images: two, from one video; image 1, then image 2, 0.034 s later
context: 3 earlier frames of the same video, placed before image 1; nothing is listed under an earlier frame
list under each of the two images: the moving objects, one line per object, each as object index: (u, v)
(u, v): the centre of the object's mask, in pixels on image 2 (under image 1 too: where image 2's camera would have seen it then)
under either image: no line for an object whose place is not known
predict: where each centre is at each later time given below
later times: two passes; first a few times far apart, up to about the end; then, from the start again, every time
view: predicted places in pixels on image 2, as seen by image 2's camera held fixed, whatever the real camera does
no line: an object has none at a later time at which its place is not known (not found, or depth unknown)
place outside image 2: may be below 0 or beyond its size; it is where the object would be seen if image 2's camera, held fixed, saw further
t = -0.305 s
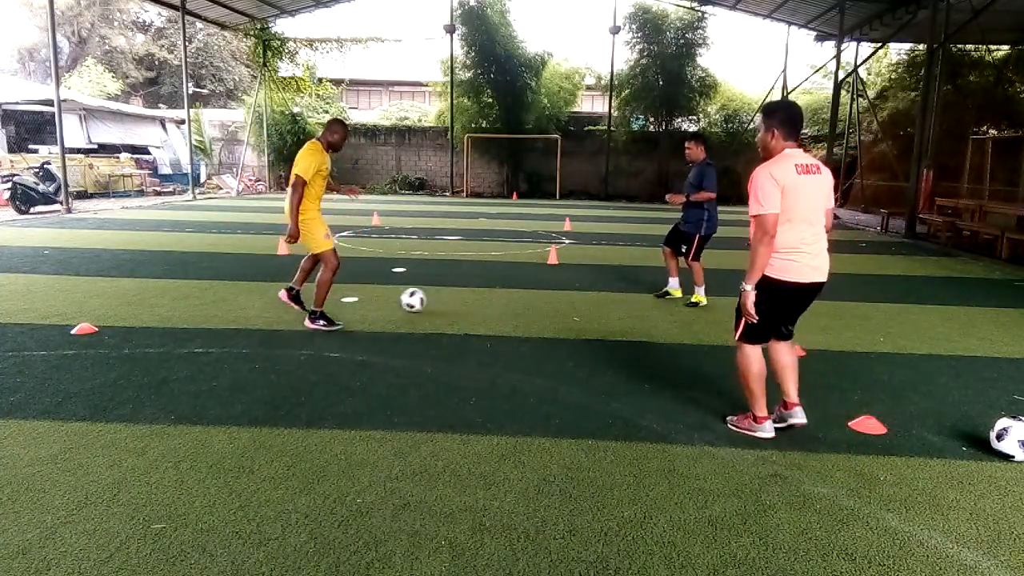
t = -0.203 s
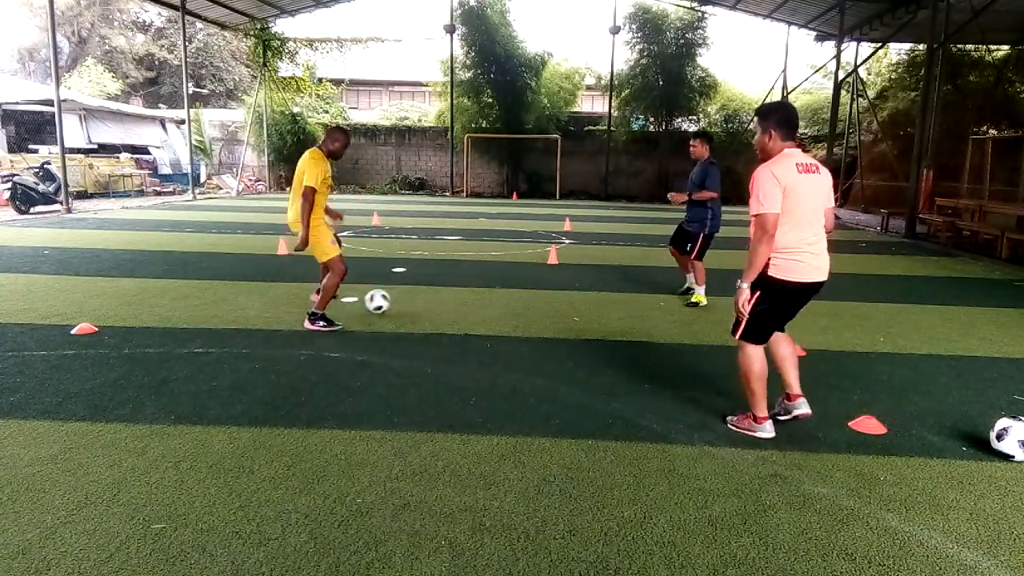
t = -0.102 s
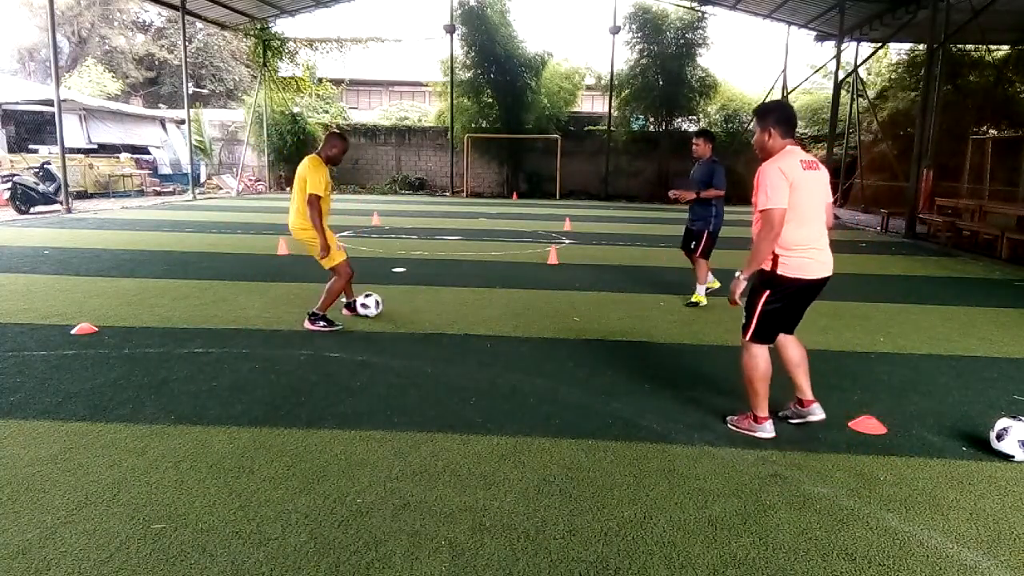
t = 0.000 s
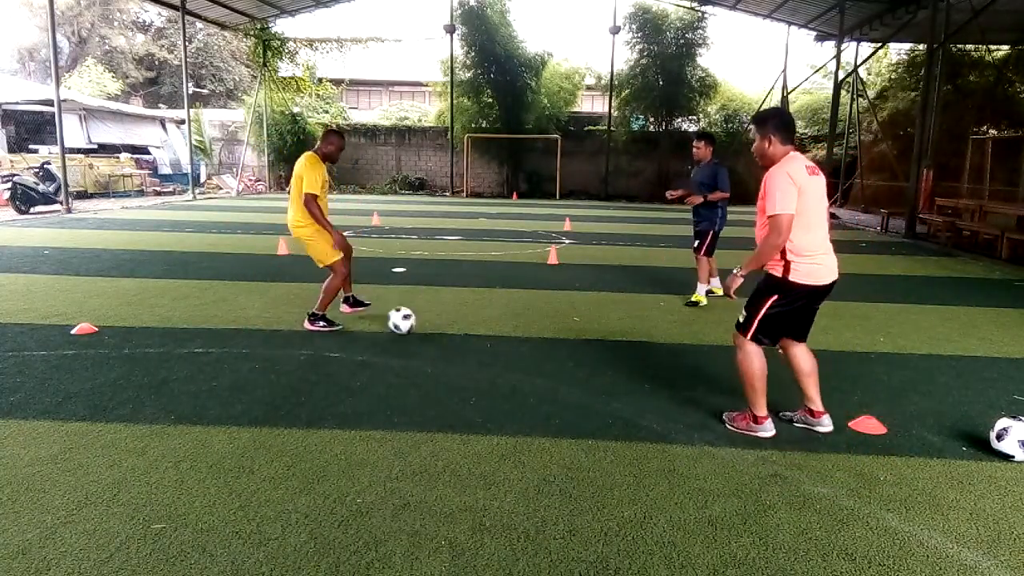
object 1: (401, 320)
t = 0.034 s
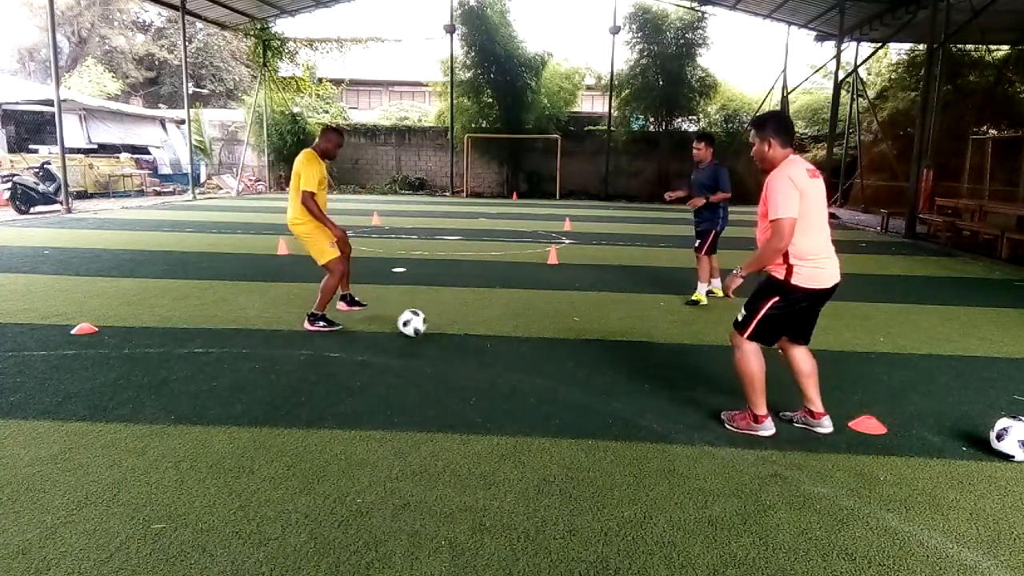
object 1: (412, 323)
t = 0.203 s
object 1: (471, 349)
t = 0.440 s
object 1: (557, 389)
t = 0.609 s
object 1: (616, 424)
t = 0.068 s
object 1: (422, 325)
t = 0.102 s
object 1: (434, 329)
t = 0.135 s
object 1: (446, 334)
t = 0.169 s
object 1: (458, 341)
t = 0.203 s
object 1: (471, 349)
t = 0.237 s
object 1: (482, 351)
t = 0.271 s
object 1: (494, 355)
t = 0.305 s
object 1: (506, 362)
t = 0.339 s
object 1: (519, 370)
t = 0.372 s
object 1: (532, 377)
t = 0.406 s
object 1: (545, 381)
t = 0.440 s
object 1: (557, 389)
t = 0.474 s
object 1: (569, 395)
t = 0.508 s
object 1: (581, 401)
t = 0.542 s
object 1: (593, 409)
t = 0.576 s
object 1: (605, 416)
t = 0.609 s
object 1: (616, 424)
